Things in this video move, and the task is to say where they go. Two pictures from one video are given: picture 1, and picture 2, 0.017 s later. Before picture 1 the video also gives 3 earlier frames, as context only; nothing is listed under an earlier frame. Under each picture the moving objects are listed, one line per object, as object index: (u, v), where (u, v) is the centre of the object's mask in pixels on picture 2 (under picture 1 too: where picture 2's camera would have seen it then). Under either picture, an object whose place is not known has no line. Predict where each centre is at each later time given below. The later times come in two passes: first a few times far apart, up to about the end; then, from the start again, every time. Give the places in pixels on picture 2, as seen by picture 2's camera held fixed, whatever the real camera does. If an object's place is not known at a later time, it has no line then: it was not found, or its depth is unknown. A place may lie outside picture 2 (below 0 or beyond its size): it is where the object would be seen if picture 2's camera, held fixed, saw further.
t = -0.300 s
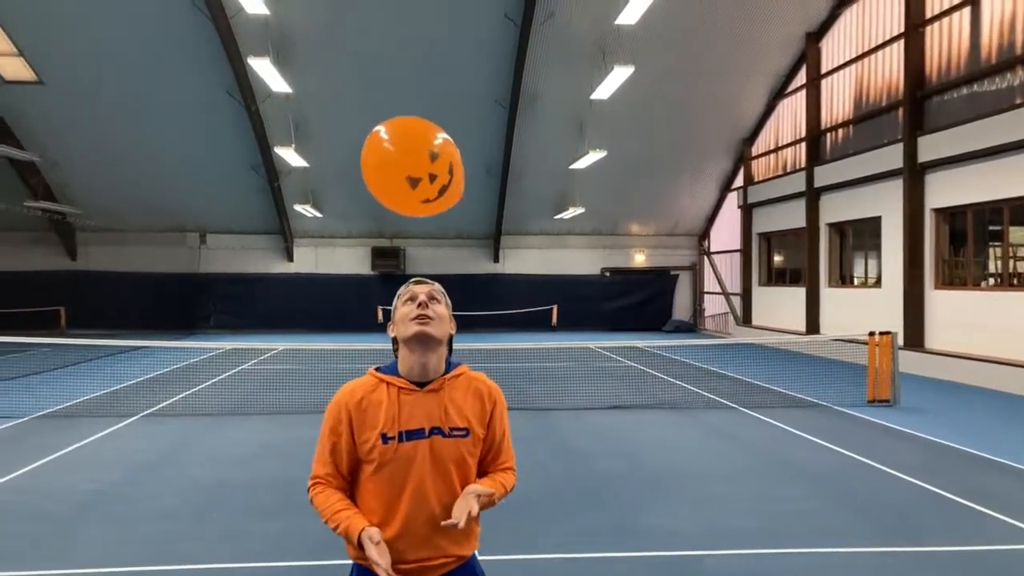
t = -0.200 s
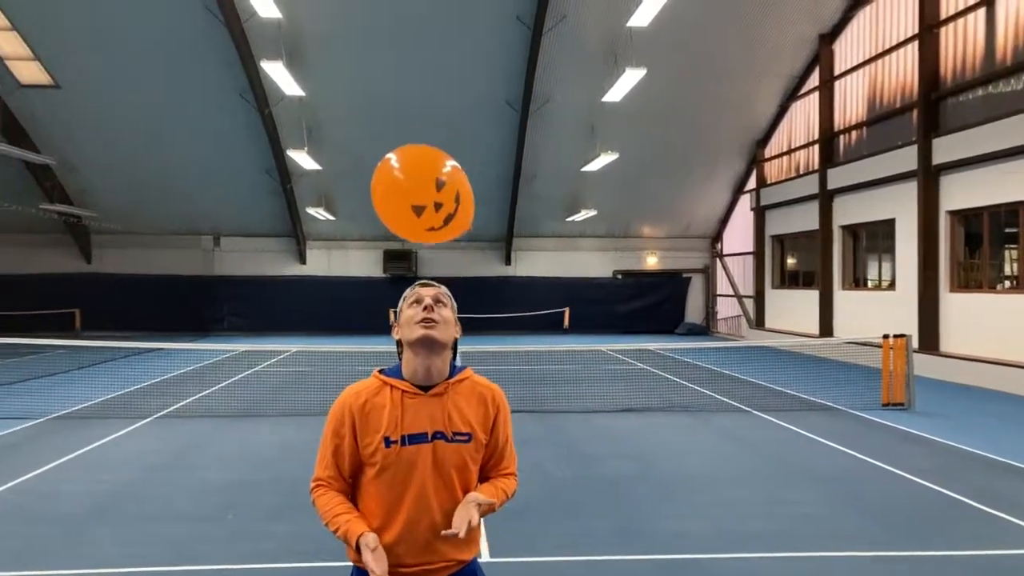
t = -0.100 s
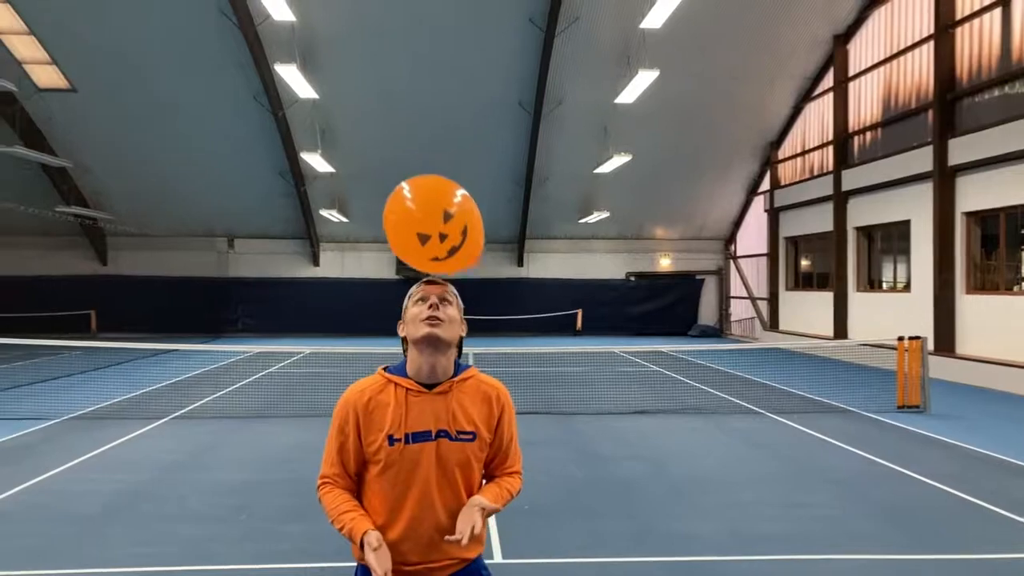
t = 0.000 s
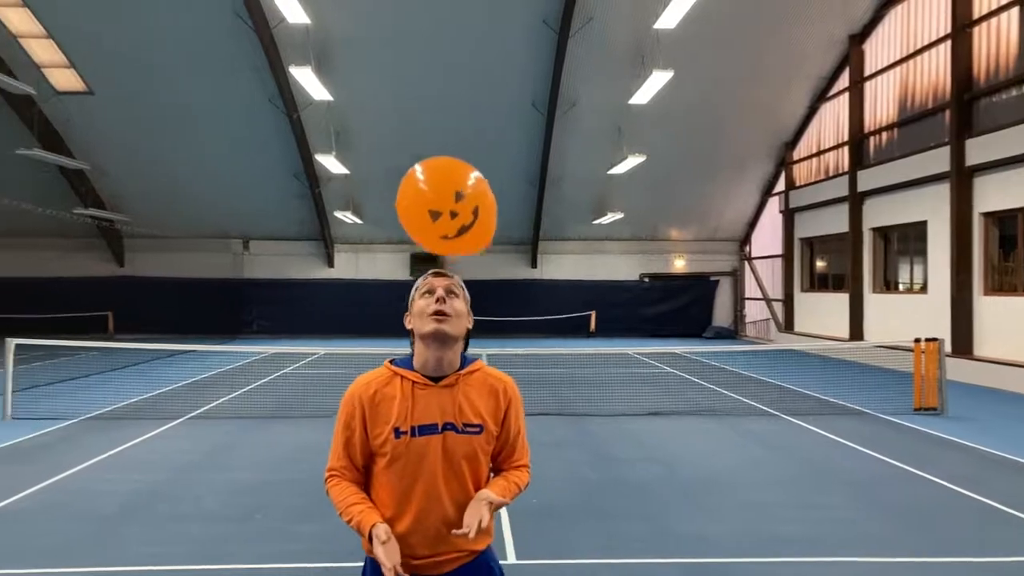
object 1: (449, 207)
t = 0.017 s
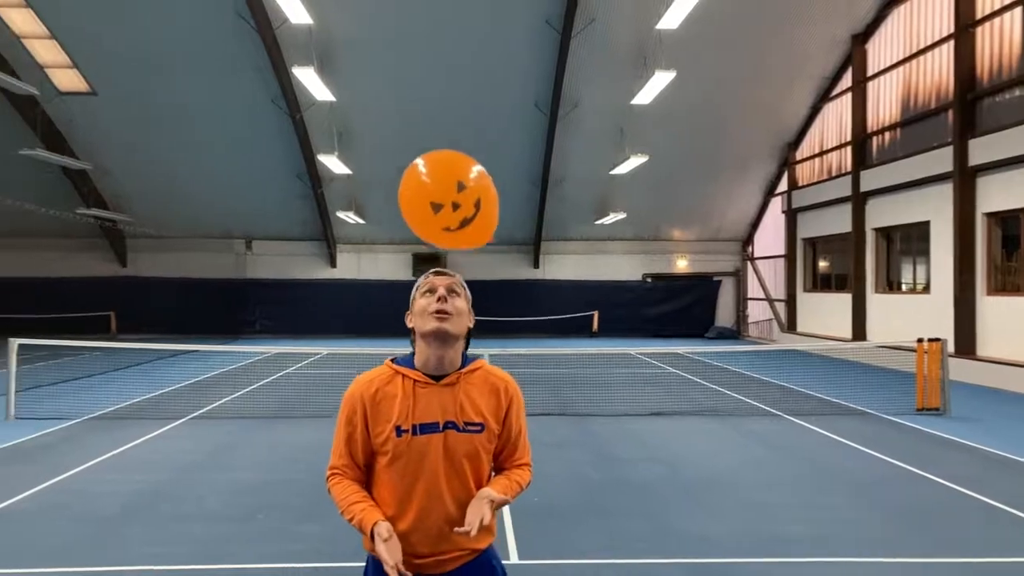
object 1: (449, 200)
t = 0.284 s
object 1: (443, 107)
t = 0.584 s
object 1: (425, 51)
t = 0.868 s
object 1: (410, 45)
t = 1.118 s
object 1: (398, 69)
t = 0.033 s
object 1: (449, 193)
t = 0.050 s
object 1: (448, 187)
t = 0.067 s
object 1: (448, 180)
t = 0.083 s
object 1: (448, 173)
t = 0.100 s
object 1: (448, 167)
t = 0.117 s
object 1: (447, 161)
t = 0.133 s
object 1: (447, 154)
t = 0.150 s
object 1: (447, 149)
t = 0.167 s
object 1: (446, 143)
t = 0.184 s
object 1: (446, 137)
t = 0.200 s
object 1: (446, 132)
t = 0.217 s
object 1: (445, 126)
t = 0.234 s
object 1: (444, 121)
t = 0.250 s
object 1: (444, 116)
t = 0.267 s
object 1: (443, 111)
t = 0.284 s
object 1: (443, 107)
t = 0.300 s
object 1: (442, 102)
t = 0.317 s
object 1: (441, 98)
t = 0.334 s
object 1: (441, 93)
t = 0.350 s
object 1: (439, 89)
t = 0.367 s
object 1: (439, 86)
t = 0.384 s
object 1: (438, 82)
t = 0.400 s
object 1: (437, 78)
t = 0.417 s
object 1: (436, 75)
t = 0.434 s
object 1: (435, 72)
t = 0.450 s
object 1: (433, 69)
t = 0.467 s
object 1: (432, 66)
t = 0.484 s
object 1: (431, 63)
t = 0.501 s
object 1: (430, 61)
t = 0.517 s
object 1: (429, 59)
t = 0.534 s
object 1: (428, 57)
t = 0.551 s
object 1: (427, 54)
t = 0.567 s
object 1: (426, 53)
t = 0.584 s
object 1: (425, 51)
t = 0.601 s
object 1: (424, 50)
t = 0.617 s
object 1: (423, 49)
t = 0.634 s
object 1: (422, 48)
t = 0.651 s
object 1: (421, 47)
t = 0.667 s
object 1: (420, 46)
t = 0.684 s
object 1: (419, 45)
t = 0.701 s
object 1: (418, 45)
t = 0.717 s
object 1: (418, 44)
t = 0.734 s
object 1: (417, 44)
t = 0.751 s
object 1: (416, 44)
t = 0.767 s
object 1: (415, 44)
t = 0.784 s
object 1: (414, 44)
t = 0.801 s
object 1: (414, 44)
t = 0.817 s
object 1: (413, 45)
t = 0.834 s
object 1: (412, 45)
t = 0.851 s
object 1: (411, 45)
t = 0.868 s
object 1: (410, 45)
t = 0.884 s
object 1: (409, 46)
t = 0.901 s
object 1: (409, 47)
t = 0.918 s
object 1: (408, 48)
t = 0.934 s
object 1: (407, 49)
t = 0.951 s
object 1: (406, 50)
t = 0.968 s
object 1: (405, 51)
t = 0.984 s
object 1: (404, 52)
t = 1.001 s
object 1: (404, 54)
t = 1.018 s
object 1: (403, 56)
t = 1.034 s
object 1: (402, 58)
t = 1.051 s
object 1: (401, 60)
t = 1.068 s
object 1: (401, 62)
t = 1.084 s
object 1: (400, 64)
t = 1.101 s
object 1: (399, 67)
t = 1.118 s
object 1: (398, 69)
